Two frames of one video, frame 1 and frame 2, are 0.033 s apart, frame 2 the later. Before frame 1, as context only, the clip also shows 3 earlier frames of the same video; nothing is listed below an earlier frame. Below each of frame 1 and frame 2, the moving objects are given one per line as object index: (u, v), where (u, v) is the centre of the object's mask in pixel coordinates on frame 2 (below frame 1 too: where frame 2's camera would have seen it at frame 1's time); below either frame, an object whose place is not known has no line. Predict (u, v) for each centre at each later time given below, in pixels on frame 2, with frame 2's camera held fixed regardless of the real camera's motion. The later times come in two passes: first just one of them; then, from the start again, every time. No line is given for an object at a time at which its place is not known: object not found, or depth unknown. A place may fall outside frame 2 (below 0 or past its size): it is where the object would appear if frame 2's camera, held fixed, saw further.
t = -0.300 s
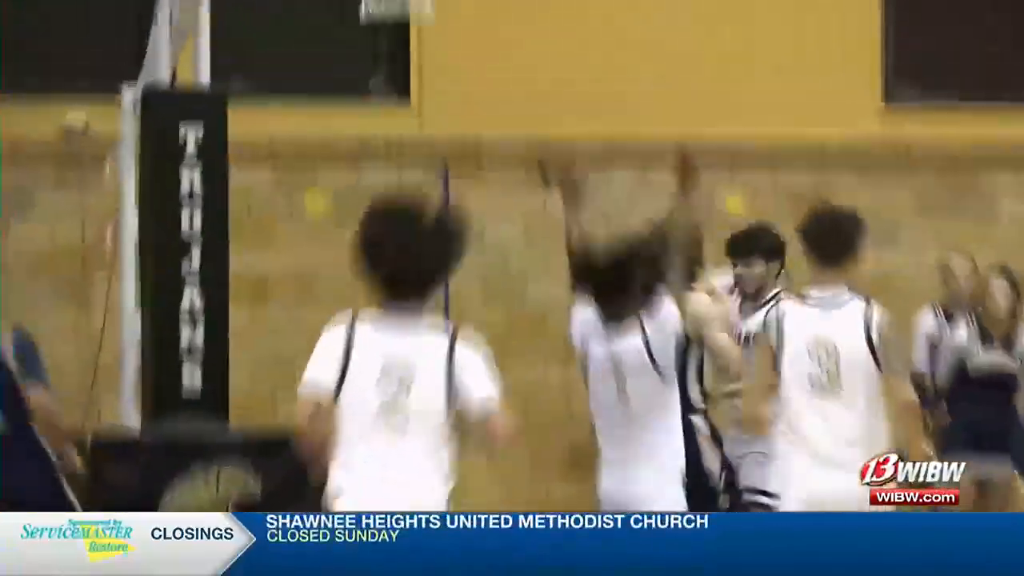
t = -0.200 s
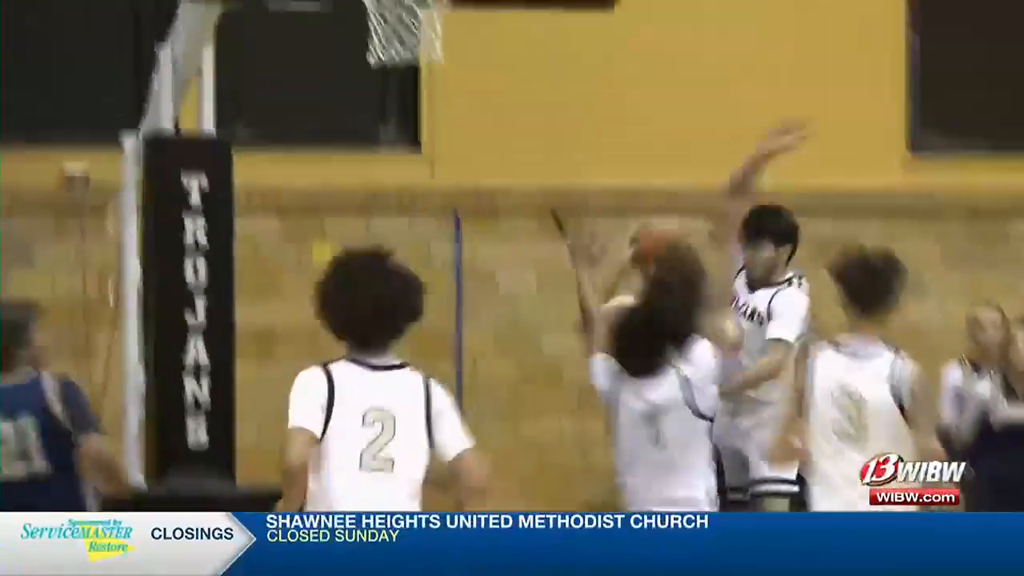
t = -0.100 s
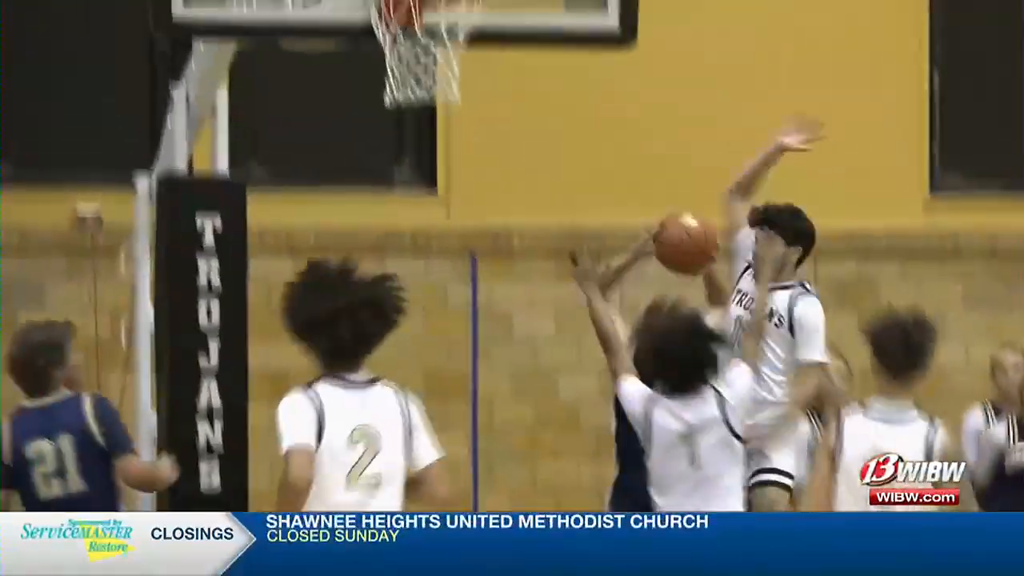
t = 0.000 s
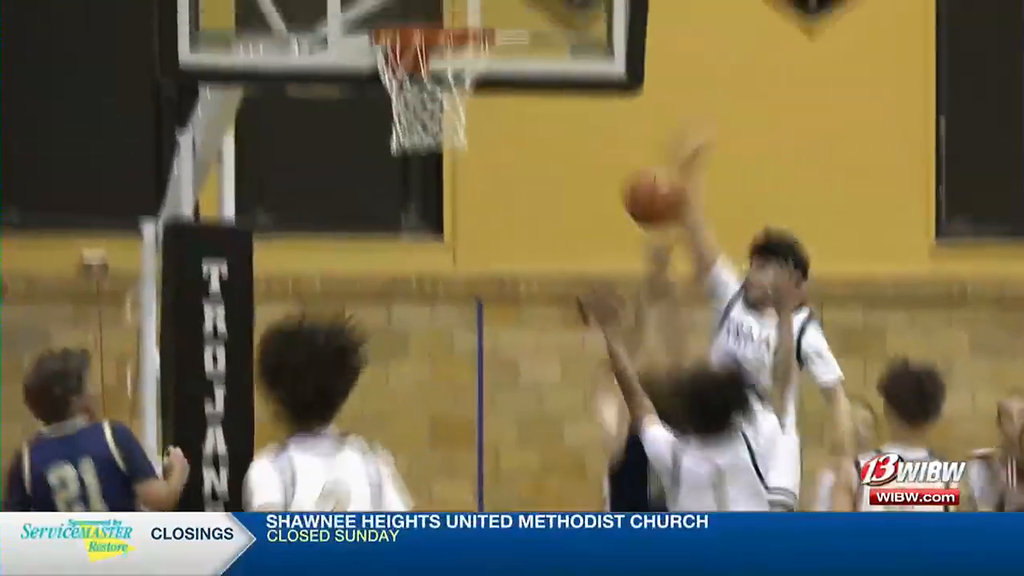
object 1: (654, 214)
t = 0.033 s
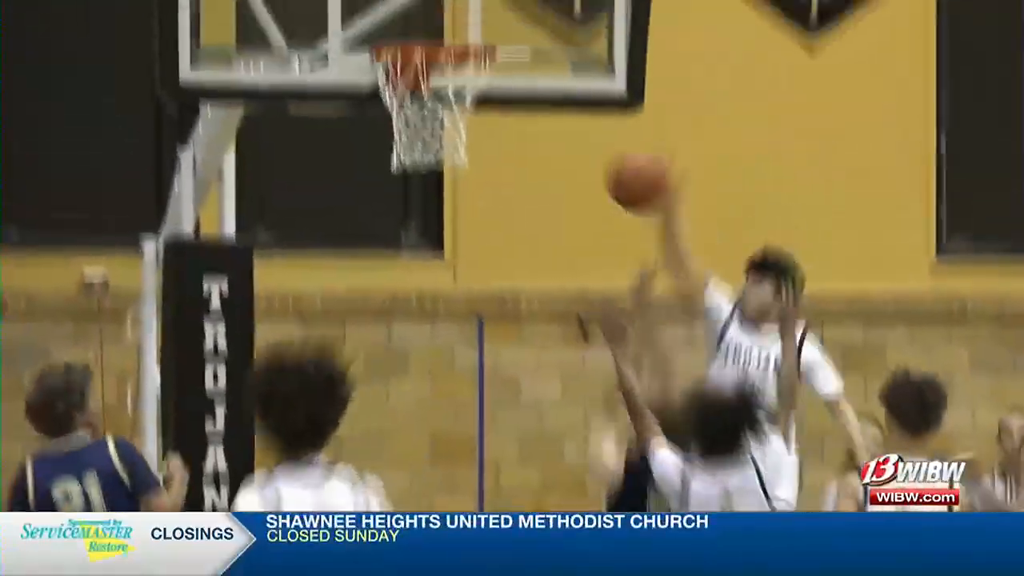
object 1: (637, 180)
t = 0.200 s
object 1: (556, 54)
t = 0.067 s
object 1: (622, 152)
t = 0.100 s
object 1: (606, 123)
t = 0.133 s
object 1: (588, 97)
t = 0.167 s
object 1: (572, 74)
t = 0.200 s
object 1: (556, 54)
